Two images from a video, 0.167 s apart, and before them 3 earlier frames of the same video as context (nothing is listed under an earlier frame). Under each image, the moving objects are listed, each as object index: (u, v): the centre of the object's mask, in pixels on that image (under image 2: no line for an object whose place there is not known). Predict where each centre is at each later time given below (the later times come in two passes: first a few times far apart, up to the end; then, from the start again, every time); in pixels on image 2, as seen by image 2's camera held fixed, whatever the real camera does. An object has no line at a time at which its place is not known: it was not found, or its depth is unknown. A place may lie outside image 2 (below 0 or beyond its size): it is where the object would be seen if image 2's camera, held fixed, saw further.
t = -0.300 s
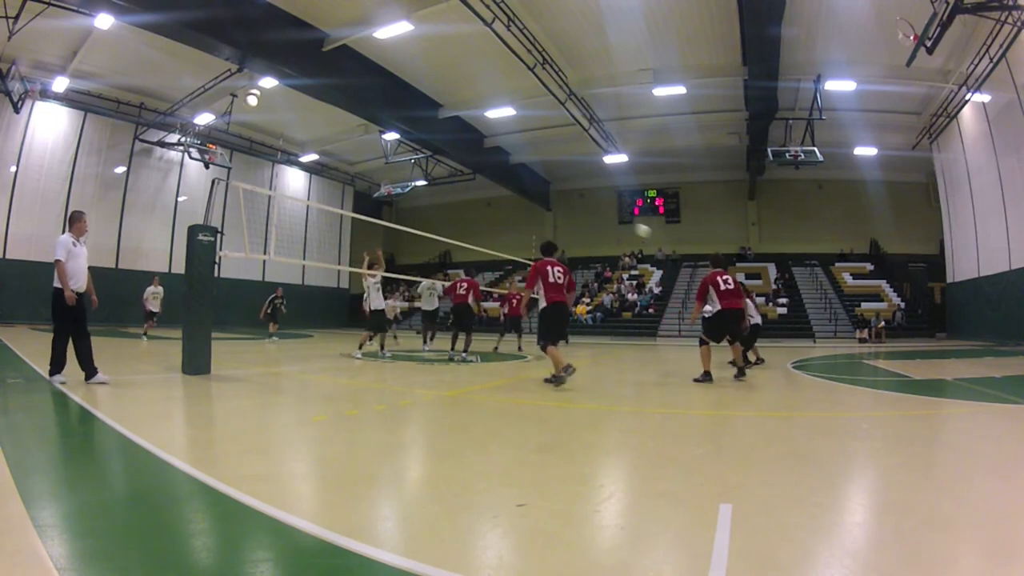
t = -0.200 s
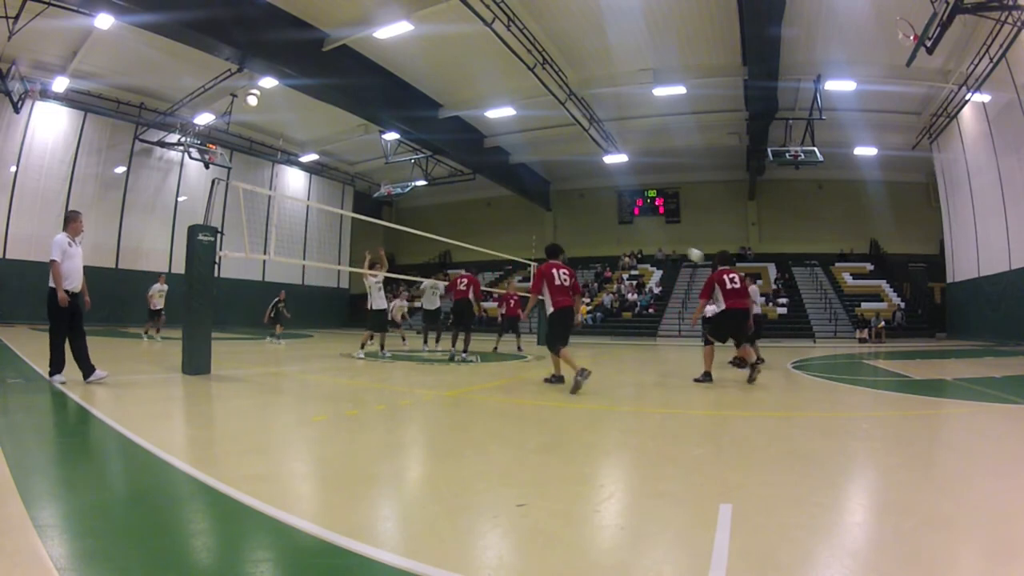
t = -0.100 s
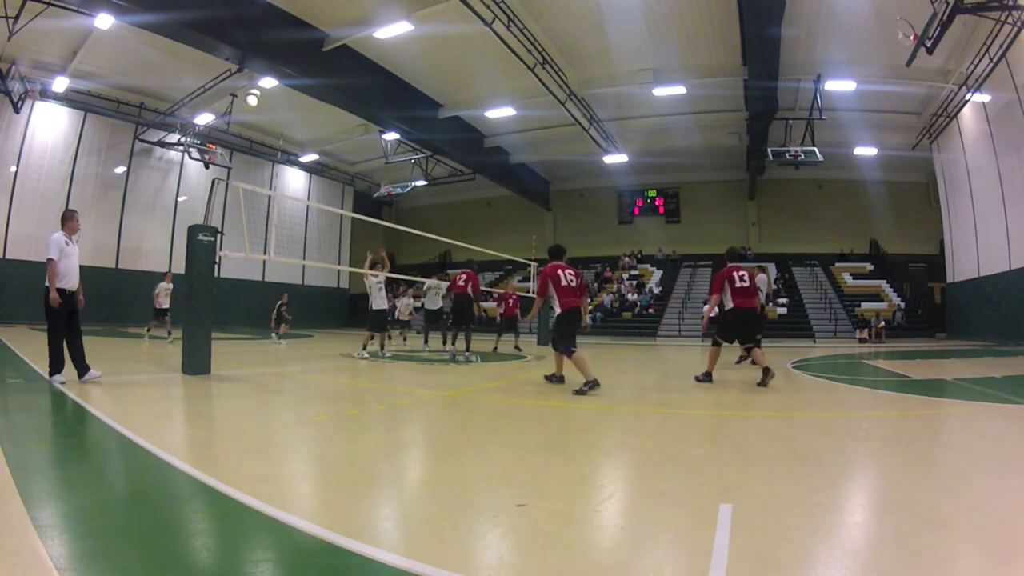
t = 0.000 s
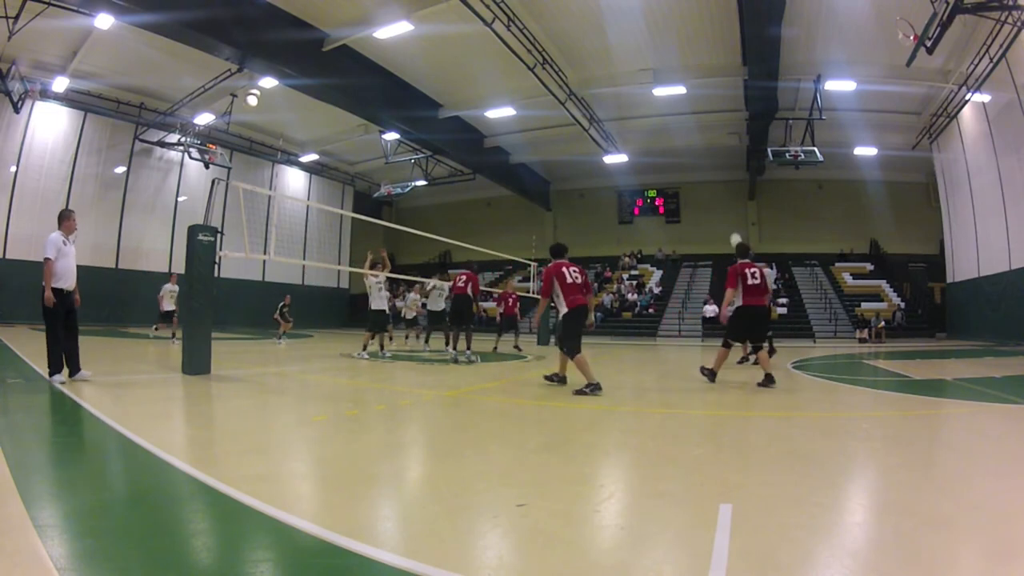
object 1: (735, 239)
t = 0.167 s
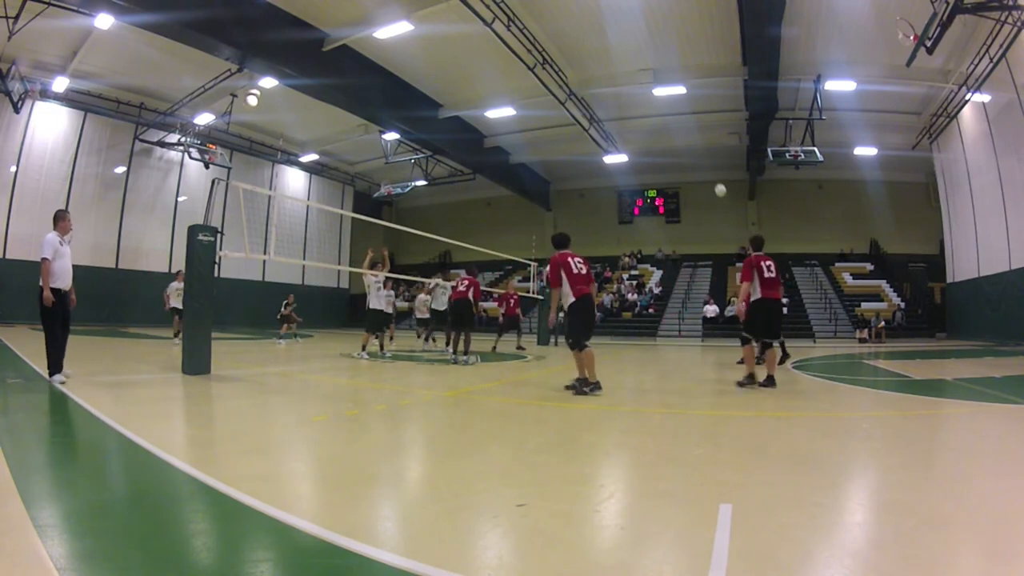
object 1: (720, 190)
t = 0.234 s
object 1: (714, 176)
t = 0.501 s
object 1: (695, 145)
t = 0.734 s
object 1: (683, 146)
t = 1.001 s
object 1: (672, 173)
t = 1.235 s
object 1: (665, 217)
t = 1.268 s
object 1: (664, 225)
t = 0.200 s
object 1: (717, 183)
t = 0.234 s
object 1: (714, 176)
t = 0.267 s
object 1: (712, 170)
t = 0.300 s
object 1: (709, 165)
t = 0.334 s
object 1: (707, 160)
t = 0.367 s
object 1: (704, 155)
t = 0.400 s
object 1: (702, 152)
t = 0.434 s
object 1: (700, 149)
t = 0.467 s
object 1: (697, 147)
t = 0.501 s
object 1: (695, 145)
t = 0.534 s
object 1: (694, 144)
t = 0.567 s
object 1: (691, 143)
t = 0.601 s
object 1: (690, 143)
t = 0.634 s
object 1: (688, 143)
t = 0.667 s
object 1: (686, 143)
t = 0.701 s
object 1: (685, 144)
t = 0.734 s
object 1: (683, 146)
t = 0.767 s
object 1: (681, 148)
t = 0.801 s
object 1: (680, 150)
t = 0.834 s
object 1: (679, 153)
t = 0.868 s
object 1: (677, 156)
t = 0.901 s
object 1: (676, 160)
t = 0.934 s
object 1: (675, 163)
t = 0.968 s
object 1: (674, 168)
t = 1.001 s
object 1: (672, 173)
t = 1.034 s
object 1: (671, 178)
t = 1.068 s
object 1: (670, 183)
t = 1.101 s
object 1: (669, 189)
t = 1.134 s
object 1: (668, 196)
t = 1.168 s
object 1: (667, 202)
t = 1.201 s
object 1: (666, 209)
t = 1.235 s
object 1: (665, 217)
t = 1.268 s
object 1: (664, 225)
